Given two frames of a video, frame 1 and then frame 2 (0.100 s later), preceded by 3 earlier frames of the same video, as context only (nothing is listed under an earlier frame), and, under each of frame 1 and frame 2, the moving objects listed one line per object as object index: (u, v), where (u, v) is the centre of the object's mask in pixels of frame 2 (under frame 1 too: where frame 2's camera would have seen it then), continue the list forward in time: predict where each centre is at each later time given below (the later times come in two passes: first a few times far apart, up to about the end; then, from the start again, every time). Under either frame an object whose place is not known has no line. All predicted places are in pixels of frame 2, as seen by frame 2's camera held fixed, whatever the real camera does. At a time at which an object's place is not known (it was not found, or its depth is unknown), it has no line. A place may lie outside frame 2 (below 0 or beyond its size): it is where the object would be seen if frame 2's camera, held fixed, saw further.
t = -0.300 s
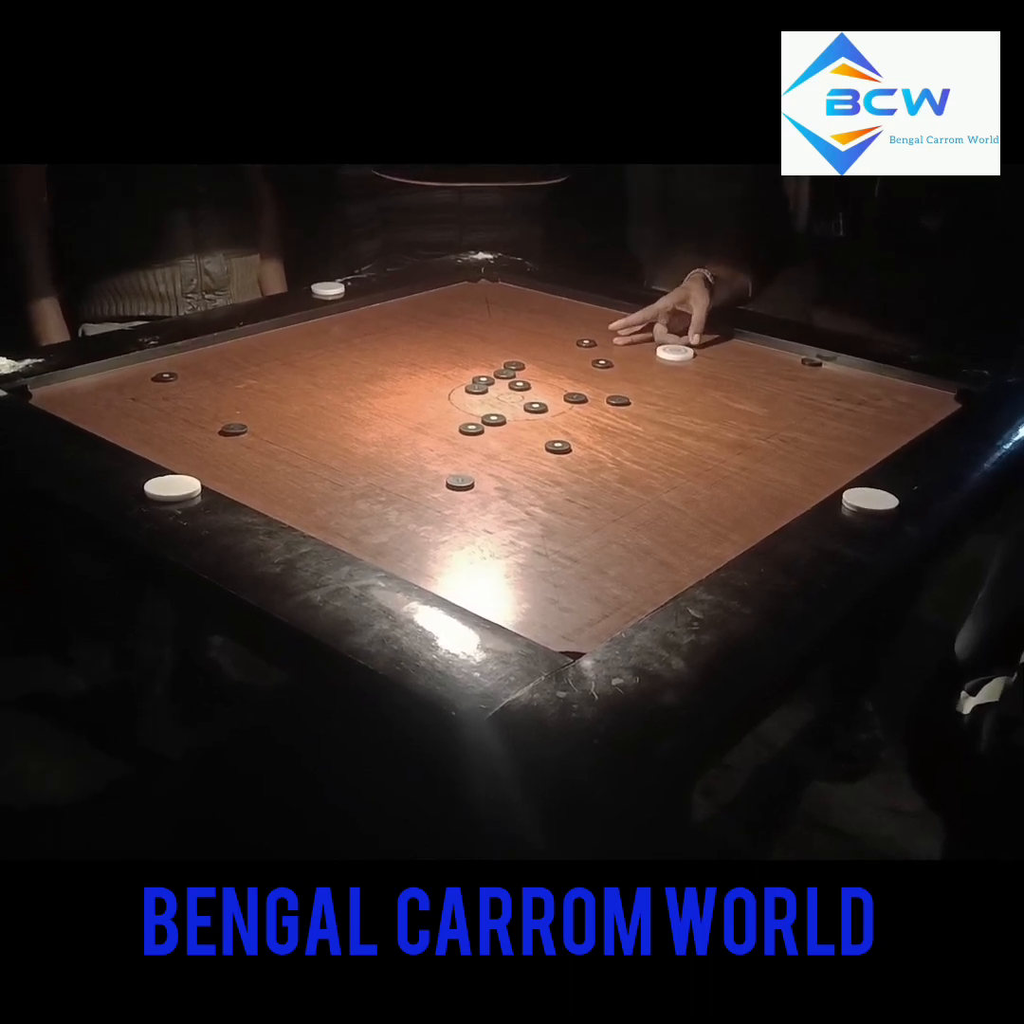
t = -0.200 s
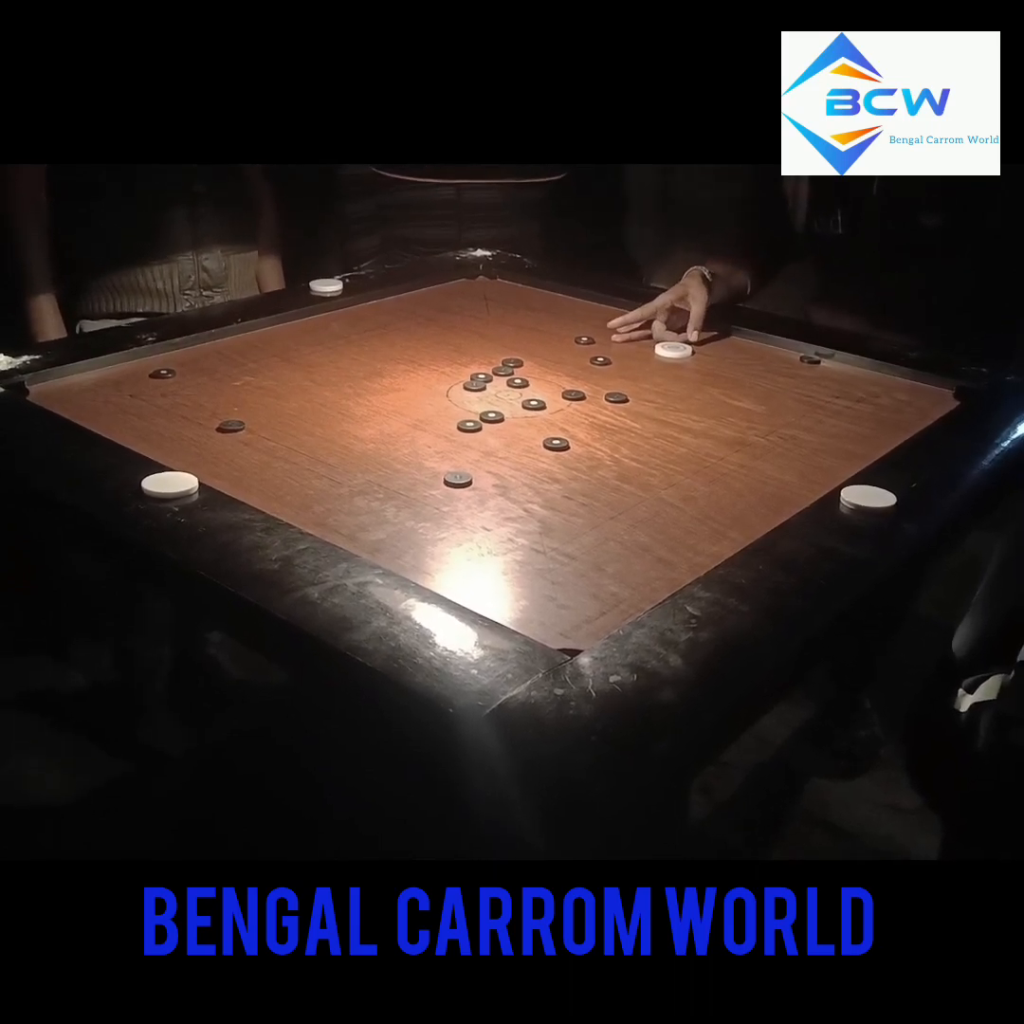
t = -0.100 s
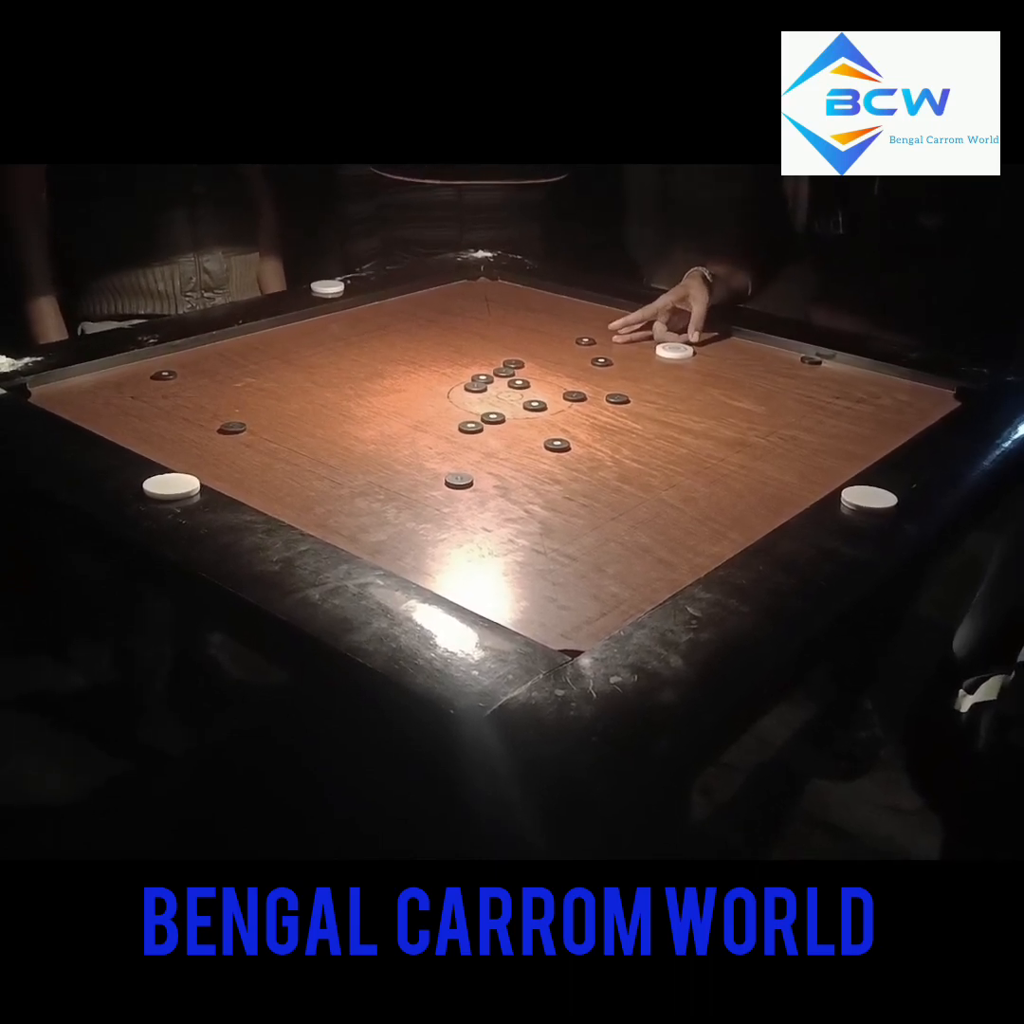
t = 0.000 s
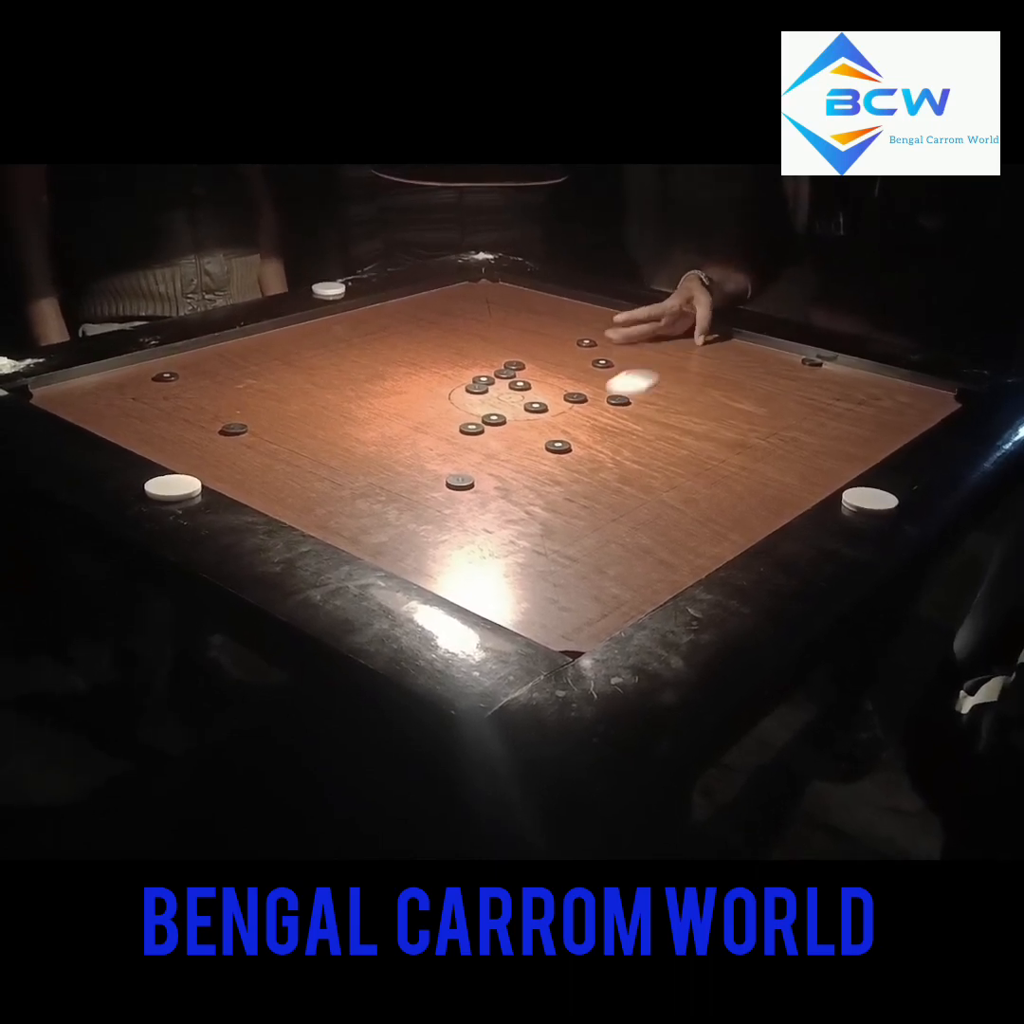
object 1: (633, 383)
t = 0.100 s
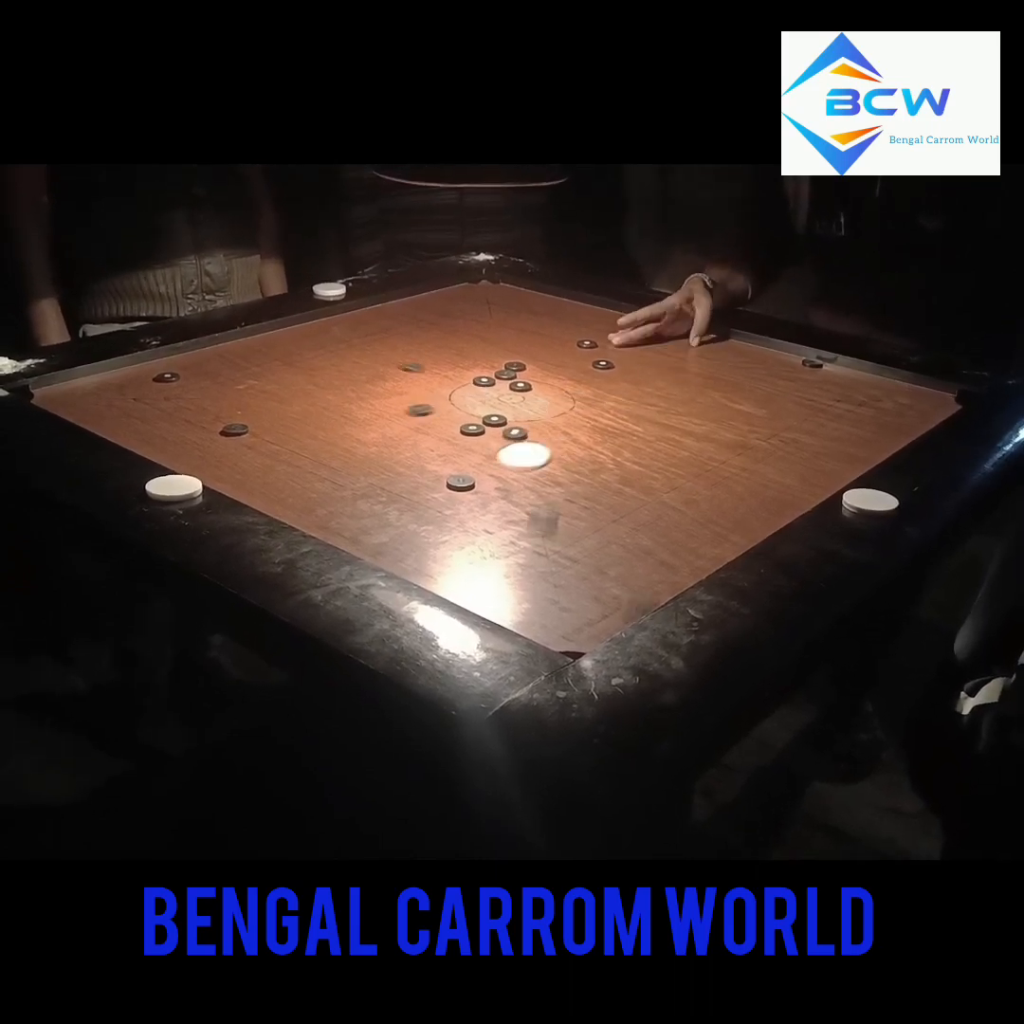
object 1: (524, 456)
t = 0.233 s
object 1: (412, 534)
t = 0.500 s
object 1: (552, 527)
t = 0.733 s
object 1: (671, 514)
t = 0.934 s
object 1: (729, 504)
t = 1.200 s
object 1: (737, 500)
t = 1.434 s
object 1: (737, 501)
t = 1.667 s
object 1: (738, 501)
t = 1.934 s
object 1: (738, 500)
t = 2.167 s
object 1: (737, 501)
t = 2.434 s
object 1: (737, 500)
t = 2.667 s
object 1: (737, 500)
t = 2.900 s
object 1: (737, 500)
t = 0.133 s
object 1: (489, 476)
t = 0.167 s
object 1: (465, 494)
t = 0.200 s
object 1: (440, 513)
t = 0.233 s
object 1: (412, 534)
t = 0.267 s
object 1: (385, 554)
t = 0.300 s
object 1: (413, 545)
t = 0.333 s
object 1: (439, 540)
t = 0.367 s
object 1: (462, 537)
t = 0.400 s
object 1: (485, 535)
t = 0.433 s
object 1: (508, 532)
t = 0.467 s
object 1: (530, 530)
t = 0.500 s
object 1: (552, 527)
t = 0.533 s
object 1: (573, 525)
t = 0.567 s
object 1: (593, 523)
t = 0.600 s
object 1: (610, 521)
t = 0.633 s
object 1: (627, 519)
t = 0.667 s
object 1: (644, 517)
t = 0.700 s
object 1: (658, 515)
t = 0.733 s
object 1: (671, 514)
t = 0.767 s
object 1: (684, 512)
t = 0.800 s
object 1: (694, 510)
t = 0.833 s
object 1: (704, 509)
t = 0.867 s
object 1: (713, 508)
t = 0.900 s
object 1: (720, 507)
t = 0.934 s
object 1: (729, 504)
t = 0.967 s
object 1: (733, 503)
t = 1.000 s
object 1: (735, 502)
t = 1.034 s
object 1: (737, 501)
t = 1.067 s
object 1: (738, 501)
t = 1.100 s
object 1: (738, 500)
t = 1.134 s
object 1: (737, 500)
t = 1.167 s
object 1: (737, 501)
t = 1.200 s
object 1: (737, 500)
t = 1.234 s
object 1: (737, 501)
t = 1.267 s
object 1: (737, 501)
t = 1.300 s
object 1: (737, 501)
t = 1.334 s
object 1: (737, 501)
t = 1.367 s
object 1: (737, 501)
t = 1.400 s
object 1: (737, 501)
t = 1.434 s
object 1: (737, 501)
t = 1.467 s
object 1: (738, 501)
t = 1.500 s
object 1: (738, 501)
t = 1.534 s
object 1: (738, 501)
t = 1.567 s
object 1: (738, 501)
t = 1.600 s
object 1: (738, 501)
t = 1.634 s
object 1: (738, 501)
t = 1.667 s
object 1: (738, 501)
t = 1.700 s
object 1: (737, 501)
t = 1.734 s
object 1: (737, 501)
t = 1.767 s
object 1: (737, 501)
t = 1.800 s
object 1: (737, 501)
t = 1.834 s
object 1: (737, 501)
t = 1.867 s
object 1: (737, 500)
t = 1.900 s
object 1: (738, 500)
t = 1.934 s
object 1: (738, 500)
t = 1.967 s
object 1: (737, 500)
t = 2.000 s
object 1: (737, 501)
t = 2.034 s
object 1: (737, 501)
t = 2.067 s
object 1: (737, 501)
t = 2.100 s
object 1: (737, 500)
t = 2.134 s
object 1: (737, 501)
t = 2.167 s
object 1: (737, 501)
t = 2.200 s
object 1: (737, 500)
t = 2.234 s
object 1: (737, 500)
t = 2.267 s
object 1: (737, 500)
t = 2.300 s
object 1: (737, 500)
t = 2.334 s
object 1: (737, 500)
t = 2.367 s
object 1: (737, 500)
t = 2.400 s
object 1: (737, 500)
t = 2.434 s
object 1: (737, 500)
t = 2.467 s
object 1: (737, 500)
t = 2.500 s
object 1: (737, 500)
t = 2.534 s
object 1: (737, 500)
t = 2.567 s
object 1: (737, 500)
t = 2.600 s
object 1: (737, 500)
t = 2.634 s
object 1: (737, 500)
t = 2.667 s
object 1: (737, 500)
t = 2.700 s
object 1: (737, 500)
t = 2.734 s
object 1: (737, 500)
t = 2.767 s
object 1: (737, 500)
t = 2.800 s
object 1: (737, 500)
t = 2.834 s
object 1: (737, 500)
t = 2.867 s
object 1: (737, 500)
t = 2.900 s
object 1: (737, 500)
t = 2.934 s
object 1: (738, 500)
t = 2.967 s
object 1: (738, 500)
